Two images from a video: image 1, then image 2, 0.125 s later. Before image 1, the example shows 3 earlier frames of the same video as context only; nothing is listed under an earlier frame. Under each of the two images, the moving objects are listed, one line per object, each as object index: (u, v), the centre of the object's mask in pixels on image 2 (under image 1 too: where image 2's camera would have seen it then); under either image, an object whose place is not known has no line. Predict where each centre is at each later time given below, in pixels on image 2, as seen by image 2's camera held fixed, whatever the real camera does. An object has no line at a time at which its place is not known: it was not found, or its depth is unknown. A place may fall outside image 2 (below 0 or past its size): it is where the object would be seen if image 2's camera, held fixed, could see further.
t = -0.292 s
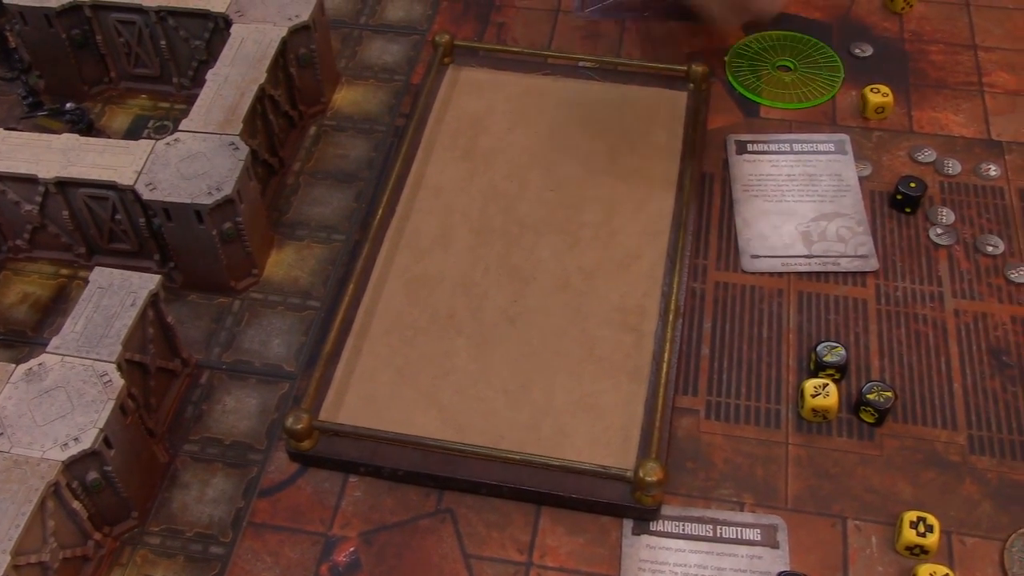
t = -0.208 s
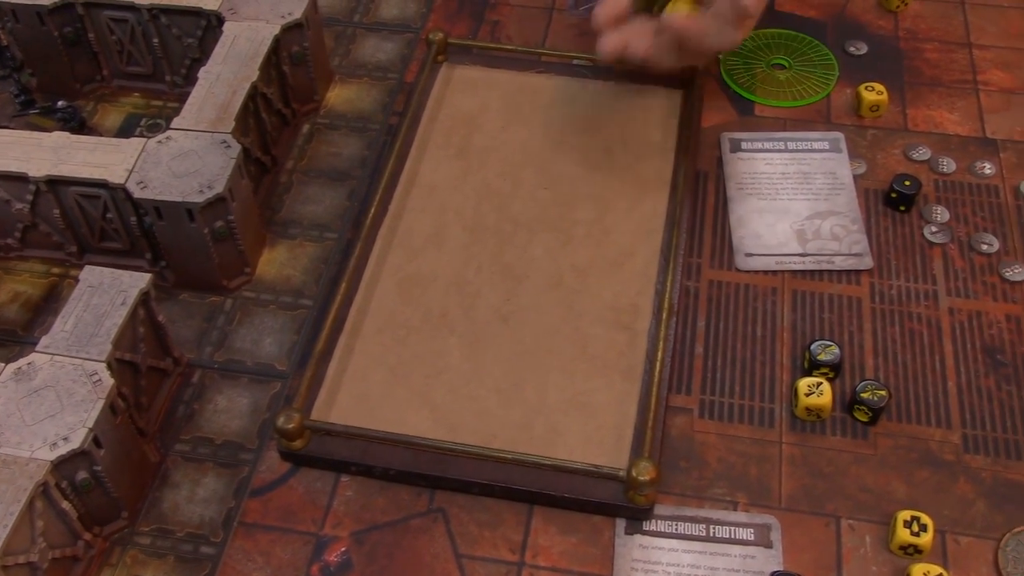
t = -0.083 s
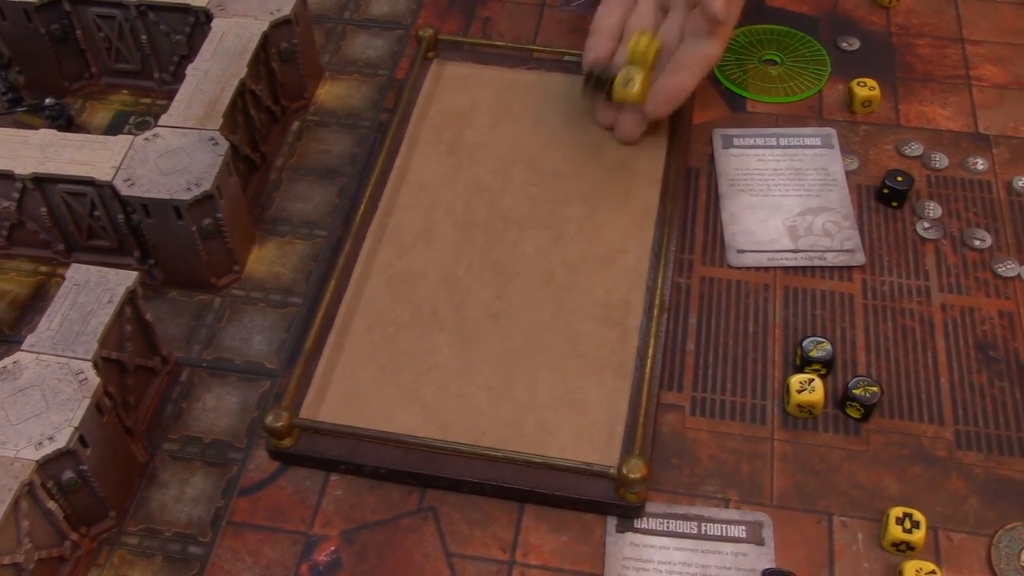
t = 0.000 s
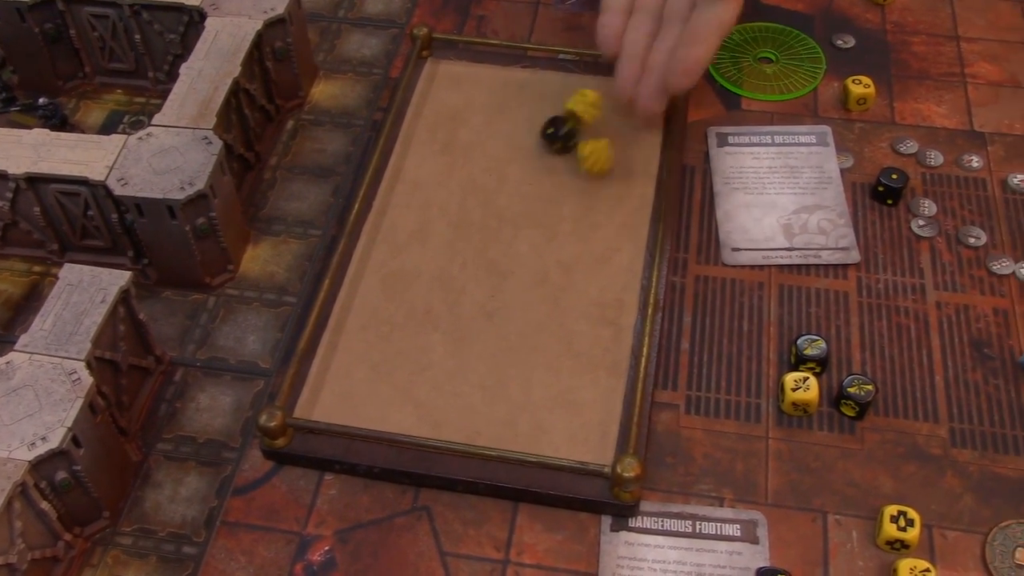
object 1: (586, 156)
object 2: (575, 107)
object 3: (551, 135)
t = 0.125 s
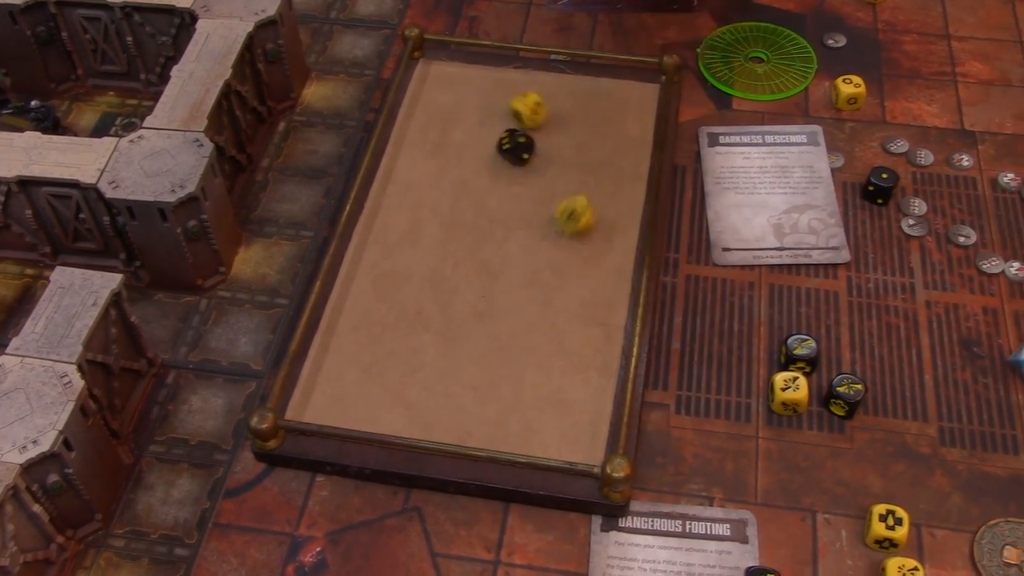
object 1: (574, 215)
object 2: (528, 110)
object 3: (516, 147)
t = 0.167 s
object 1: (570, 236)
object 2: (516, 104)
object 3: (508, 147)
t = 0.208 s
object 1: (575, 250)
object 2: (511, 101)
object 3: (501, 146)
